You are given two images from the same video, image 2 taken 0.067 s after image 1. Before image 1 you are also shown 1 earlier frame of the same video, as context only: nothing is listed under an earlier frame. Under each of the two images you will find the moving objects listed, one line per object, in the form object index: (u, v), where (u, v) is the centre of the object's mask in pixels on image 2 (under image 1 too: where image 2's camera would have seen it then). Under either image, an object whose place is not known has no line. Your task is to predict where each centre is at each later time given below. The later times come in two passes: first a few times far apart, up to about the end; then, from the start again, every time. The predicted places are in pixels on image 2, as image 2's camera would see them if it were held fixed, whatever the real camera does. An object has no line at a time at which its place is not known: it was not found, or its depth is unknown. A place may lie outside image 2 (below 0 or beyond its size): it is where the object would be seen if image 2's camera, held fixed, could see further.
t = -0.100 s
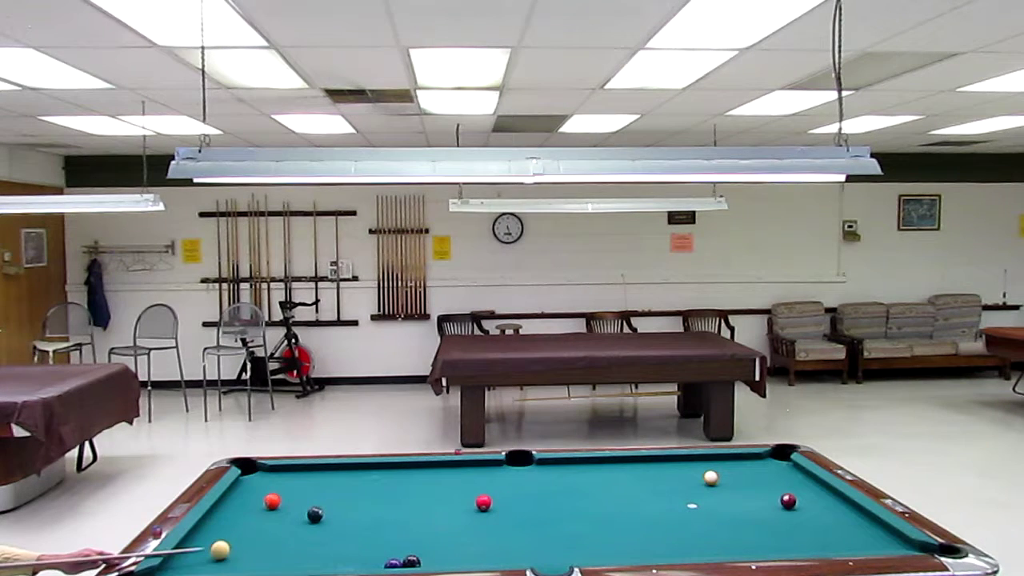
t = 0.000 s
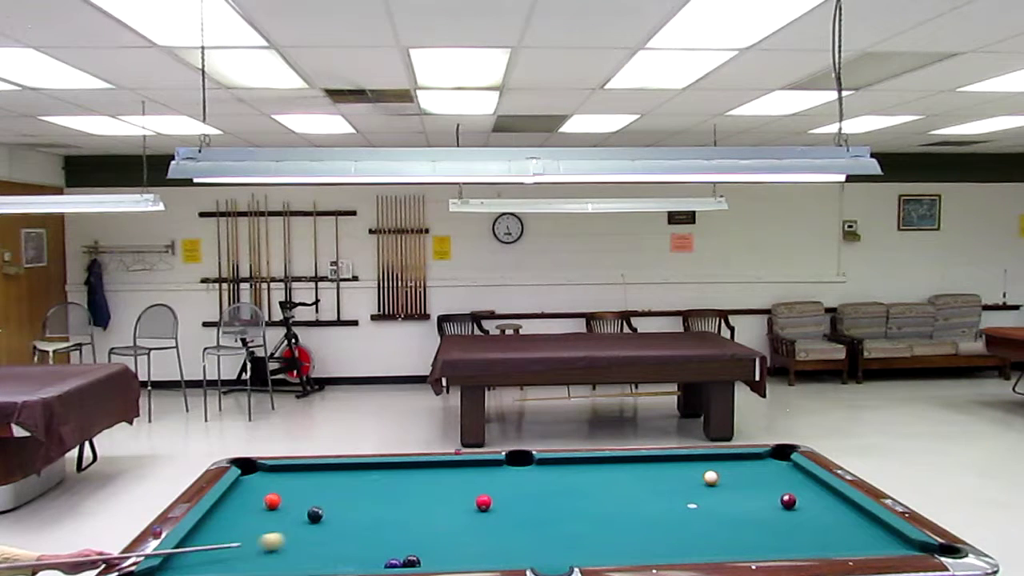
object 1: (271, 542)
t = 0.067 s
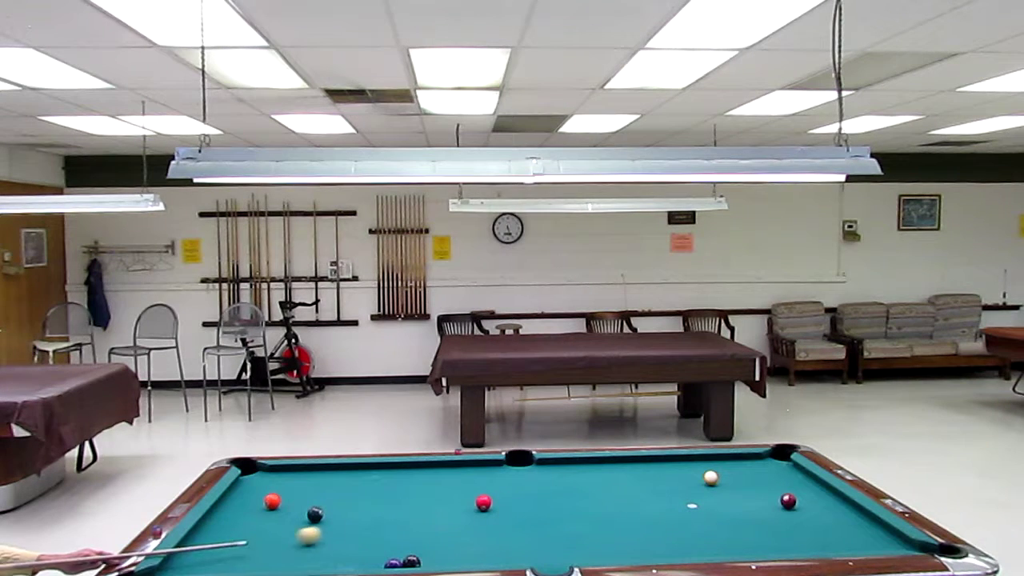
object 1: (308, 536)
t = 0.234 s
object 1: (396, 522)
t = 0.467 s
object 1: (500, 508)
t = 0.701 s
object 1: (585, 509)
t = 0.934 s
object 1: (670, 509)
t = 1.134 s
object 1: (742, 508)
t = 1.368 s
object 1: (824, 508)
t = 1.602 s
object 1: (829, 511)
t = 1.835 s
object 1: (790, 515)
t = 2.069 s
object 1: (751, 521)
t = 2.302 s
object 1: (711, 526)
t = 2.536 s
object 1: (671, 531)
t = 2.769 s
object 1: (631, 536)
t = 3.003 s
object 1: (592, 541)
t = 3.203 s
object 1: (558, 544)
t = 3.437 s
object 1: (518, 549)
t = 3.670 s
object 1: (479, 553)
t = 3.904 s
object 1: (440, 557)
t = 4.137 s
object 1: (420, 556)
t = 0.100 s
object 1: (327, 533)
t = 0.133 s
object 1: (345, 530)
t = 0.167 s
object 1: (362, 527)
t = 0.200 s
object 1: (380, 524)
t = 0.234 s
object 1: (396, 522)
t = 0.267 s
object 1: (412, 519)
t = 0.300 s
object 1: (429, 516)
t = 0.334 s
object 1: (444, 514)
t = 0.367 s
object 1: (460, 511)
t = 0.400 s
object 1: (475, 509)
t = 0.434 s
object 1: (488, 508)
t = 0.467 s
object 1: (500, 508)
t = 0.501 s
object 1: (512, 509)
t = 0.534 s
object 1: (524, 509)
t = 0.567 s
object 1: (536, 509)
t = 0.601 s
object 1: (548, 509)
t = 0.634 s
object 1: (561, 509)
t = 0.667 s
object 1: (573, 509)
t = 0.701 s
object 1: (585, 509)
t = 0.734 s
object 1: (598, 509)
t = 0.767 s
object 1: (610, 509)
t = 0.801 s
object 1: (622, 509)
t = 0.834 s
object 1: (634, 509)
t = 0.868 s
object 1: (646, 509)
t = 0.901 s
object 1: (658, 509)
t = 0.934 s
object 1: (670, 509)
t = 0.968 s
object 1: (682, 508)
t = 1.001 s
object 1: (694, 508)
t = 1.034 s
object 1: (706, 508)
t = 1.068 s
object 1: (718, 508)
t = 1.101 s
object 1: (730, 509)
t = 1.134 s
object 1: (742, 508)
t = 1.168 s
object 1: (754, 508)
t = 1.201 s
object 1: (766, 508)
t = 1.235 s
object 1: (777, 508)
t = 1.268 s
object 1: (790, 508)
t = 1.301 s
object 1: (802, 508)
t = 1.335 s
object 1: (813, 508)
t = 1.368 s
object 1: (824, 508)
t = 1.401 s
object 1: (836, 508)
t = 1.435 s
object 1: (848, 508)
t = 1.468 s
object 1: (852, 508)
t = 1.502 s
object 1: (846, 508)
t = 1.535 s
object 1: (841, 509)
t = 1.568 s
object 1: (835, 510)
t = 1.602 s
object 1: (829, 511)
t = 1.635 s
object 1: (823, 511)
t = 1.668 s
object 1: (818, 512)
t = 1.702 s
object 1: (812, 513)
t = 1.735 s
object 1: (807, 513)
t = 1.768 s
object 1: (801, 514)
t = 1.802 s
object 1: (796, 515)
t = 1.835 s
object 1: (790, 515)
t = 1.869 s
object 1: (784, 516)
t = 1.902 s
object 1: (779, 517)
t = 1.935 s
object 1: (773, 518)
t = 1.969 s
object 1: (767, 518)
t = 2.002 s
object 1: (762, 519)
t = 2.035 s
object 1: (756, 520)
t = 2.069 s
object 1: (751, 521)
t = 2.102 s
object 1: (745, 522)
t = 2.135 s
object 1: (739, 522)
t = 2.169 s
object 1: (734, 523)
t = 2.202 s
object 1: (728, 524)
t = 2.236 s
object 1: (723, 525)
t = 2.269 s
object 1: (717, 525)
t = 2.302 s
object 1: (711, 526)
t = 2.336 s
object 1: (706, 527)
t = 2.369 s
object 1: (700, 527)
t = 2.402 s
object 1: (694, 528)
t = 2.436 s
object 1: (689, 529)
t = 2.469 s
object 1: (683, 529)
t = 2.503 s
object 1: (677, 530)
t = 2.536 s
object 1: (671, 531)
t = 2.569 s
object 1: (666, 532)
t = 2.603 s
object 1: (660, 532)
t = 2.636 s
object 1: (654, 533)
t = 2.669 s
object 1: (648, 533)
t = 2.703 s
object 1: (643, 534)
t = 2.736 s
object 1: (637, 535)
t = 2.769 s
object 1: (631, 536)
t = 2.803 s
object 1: (626, 537)
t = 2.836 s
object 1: (620, 537)
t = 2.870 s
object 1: (614, 538)
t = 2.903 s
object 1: (609, 539)
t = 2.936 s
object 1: (603, 539)
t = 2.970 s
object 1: (597, 540)
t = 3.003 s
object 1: (592, 541)
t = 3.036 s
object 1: (586, 541)
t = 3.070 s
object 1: (580, 542)
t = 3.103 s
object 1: (575, 542)
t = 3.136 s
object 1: (569, 543)
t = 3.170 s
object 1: (563, 544)
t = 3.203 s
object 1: (558, 544)
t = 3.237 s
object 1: (552, 545)
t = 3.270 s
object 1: (546, 546)
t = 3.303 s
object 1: (541, 546)
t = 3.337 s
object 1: (535, 547)
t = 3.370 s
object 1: (529, 548)
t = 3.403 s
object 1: (524, 549)
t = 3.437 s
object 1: (518, 549)
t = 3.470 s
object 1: (513, 550)
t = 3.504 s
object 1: (507, 551)
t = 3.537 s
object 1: (502, 551)
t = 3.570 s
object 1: (496, 552)
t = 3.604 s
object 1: (490, 553)
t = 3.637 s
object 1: (485, 553)
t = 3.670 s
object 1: (479, 553)
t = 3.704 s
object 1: (474, 554)
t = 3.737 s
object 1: (468, 554)
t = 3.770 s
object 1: (462, 555)
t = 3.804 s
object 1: (457, 555)
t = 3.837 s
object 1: (452, 556)
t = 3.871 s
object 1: (446, 556)
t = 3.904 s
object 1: (440, 557)
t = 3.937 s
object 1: (435, 557)
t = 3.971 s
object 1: (429, 558)
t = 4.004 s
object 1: (426, 558)
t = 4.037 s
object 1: (425, 557)
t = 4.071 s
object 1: (424, 557)
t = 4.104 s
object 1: (422, 556)
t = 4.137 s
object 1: (420, 556)
